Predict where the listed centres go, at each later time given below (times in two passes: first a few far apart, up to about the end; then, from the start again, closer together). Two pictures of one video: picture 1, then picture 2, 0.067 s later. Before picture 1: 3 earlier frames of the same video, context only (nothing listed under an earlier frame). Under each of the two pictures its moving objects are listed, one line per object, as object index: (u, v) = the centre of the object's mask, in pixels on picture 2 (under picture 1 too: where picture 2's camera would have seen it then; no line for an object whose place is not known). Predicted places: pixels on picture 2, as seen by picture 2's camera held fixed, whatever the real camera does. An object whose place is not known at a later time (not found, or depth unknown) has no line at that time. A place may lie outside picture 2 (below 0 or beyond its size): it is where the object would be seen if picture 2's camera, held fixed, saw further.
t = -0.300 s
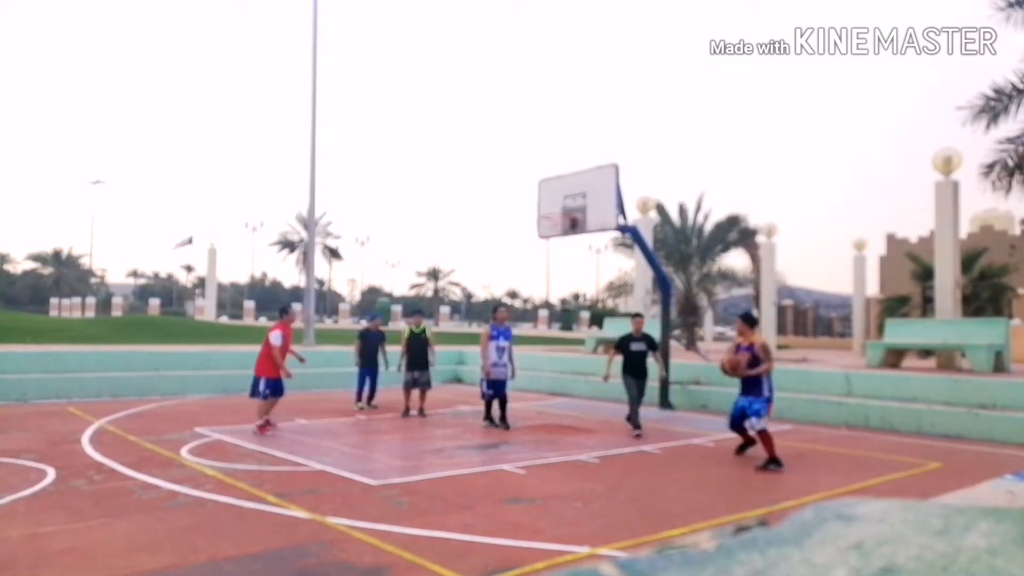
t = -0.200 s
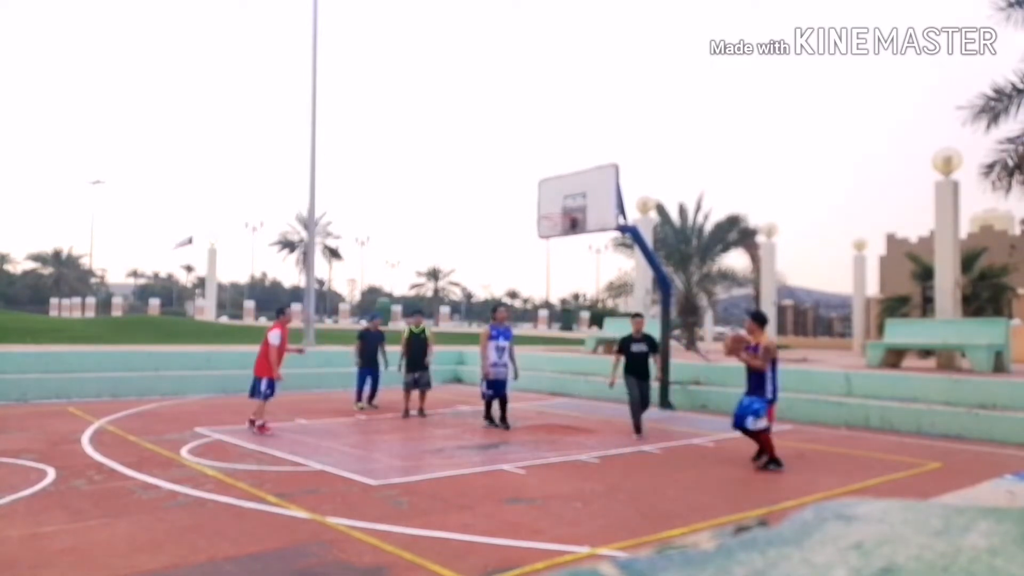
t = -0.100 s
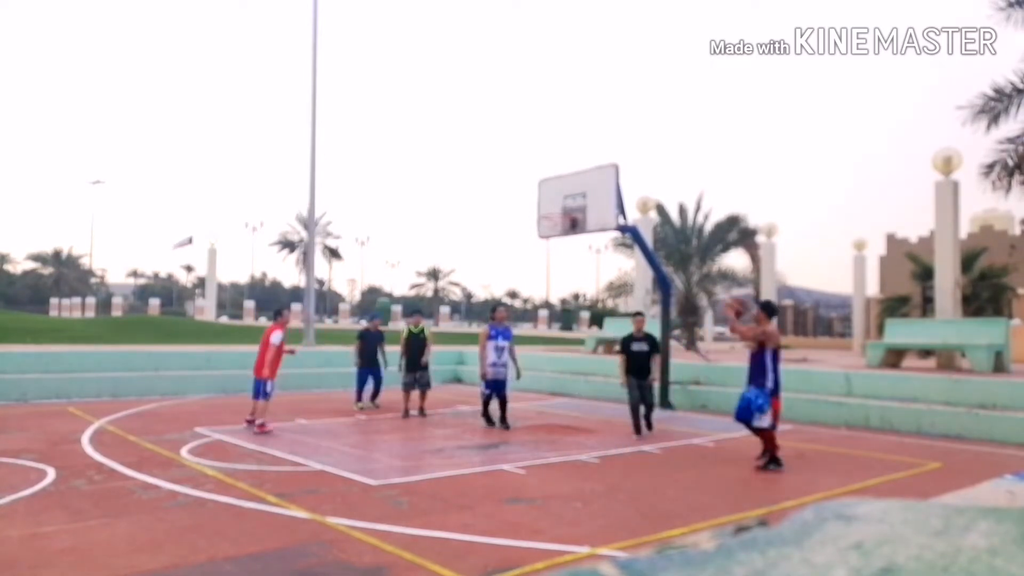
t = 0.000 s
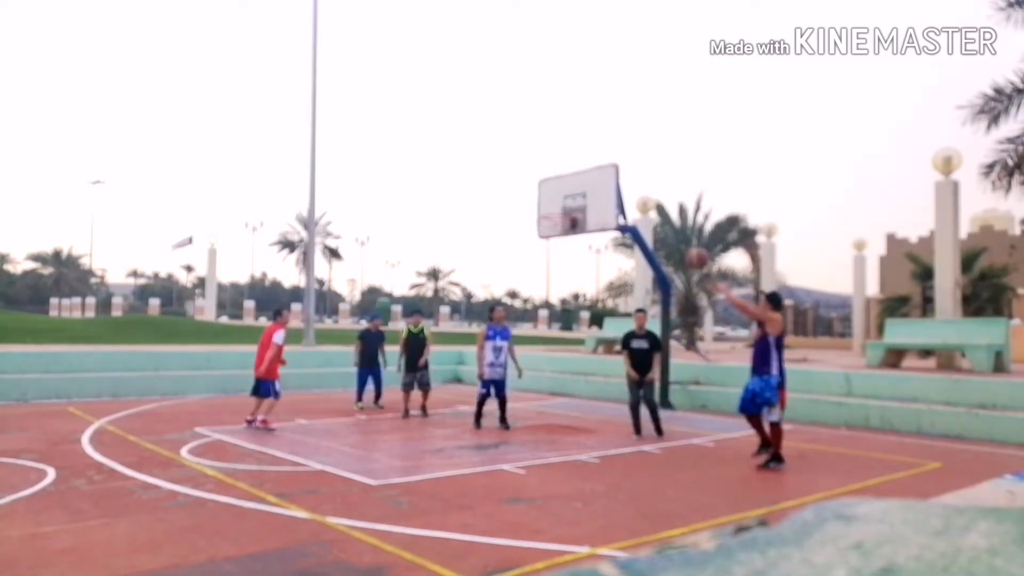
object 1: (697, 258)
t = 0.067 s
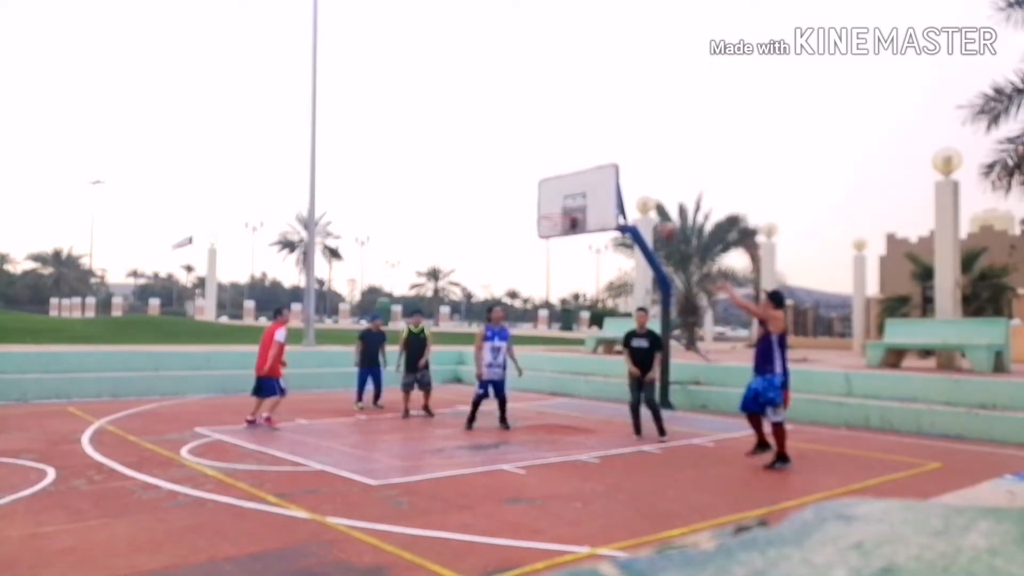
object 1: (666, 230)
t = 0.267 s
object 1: (587, 185)
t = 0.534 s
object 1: (499, 176)
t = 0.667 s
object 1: (461, 191)
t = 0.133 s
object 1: (639, 212)
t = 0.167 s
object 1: (624, 204)
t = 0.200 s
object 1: (611, 196)
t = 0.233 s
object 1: (599, 190)
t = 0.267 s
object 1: (587, 185)
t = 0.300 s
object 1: (575, 180)
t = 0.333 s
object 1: (563, 177)
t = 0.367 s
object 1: (551, 175)
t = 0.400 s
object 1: (540, 173)
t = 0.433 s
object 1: (529, 172)
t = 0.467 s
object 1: (519, 173)
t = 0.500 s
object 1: (509, 174)
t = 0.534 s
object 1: (499, 176)
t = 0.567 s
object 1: (489, 179)
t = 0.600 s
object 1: (479, 182)
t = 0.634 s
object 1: (470, 186)
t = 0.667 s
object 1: (461, 191)
